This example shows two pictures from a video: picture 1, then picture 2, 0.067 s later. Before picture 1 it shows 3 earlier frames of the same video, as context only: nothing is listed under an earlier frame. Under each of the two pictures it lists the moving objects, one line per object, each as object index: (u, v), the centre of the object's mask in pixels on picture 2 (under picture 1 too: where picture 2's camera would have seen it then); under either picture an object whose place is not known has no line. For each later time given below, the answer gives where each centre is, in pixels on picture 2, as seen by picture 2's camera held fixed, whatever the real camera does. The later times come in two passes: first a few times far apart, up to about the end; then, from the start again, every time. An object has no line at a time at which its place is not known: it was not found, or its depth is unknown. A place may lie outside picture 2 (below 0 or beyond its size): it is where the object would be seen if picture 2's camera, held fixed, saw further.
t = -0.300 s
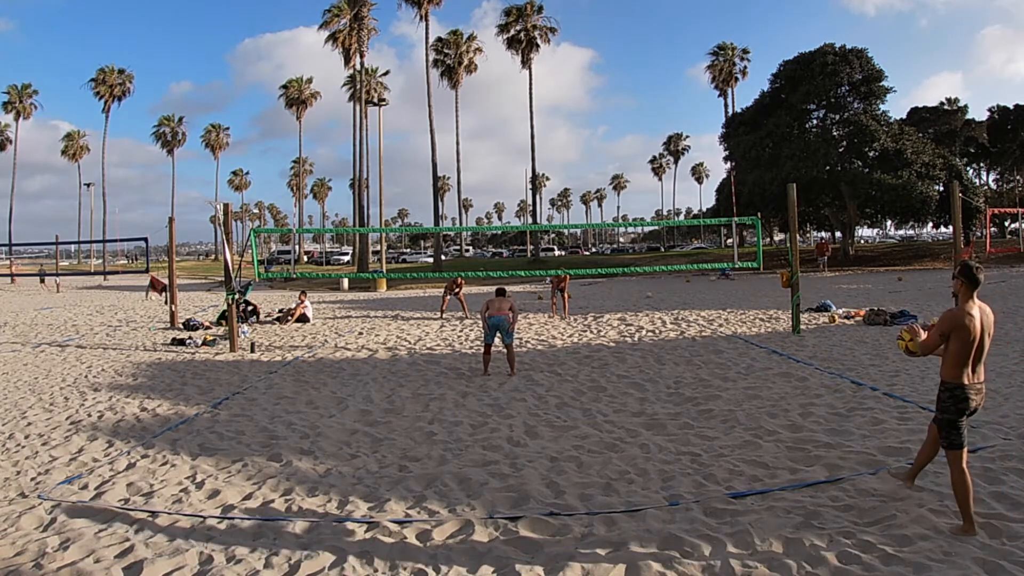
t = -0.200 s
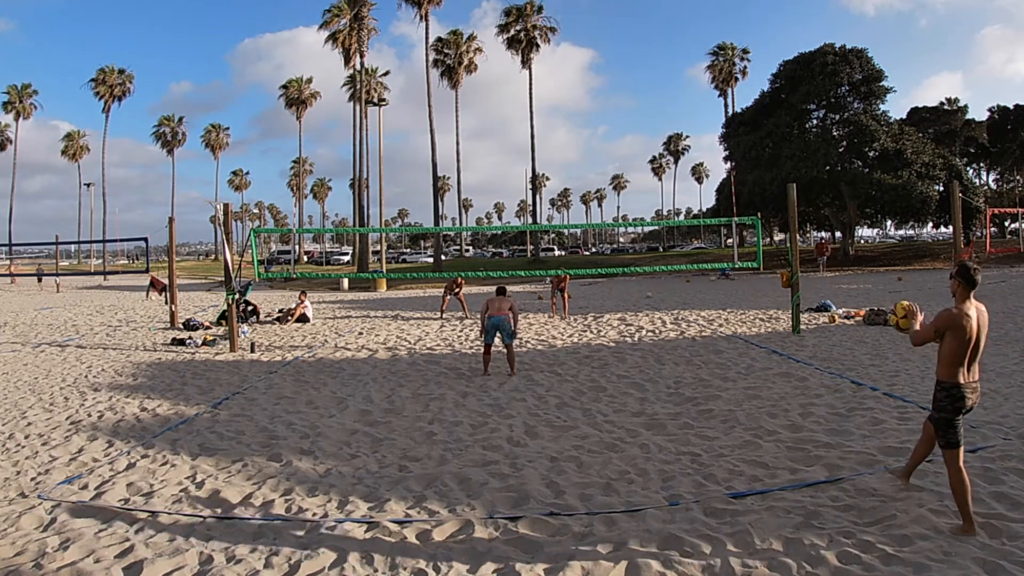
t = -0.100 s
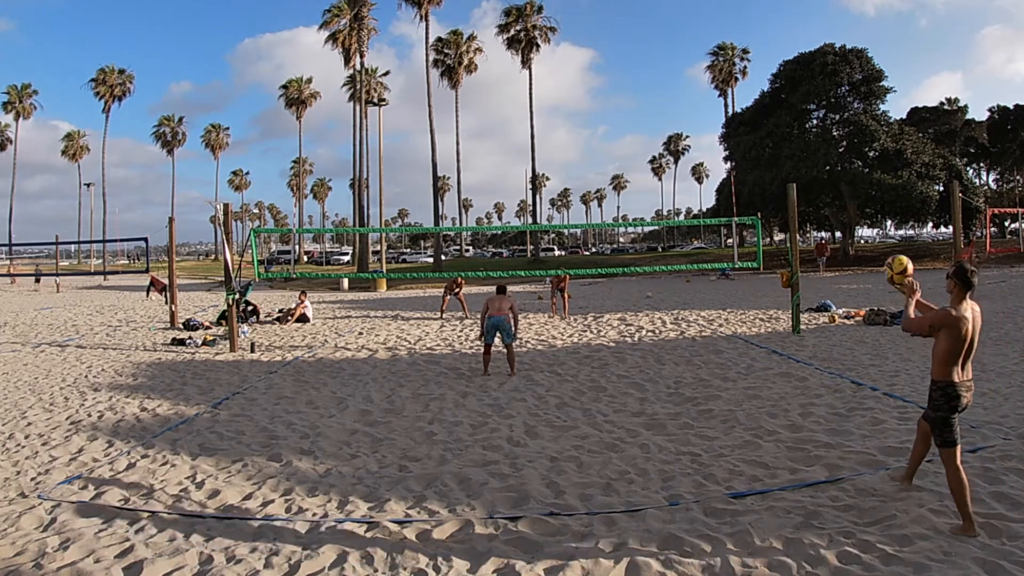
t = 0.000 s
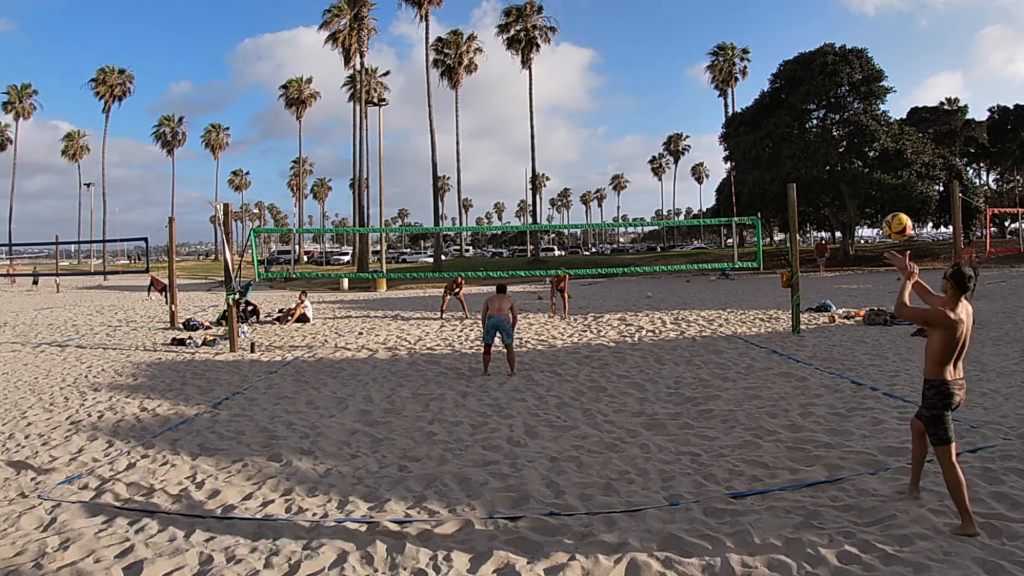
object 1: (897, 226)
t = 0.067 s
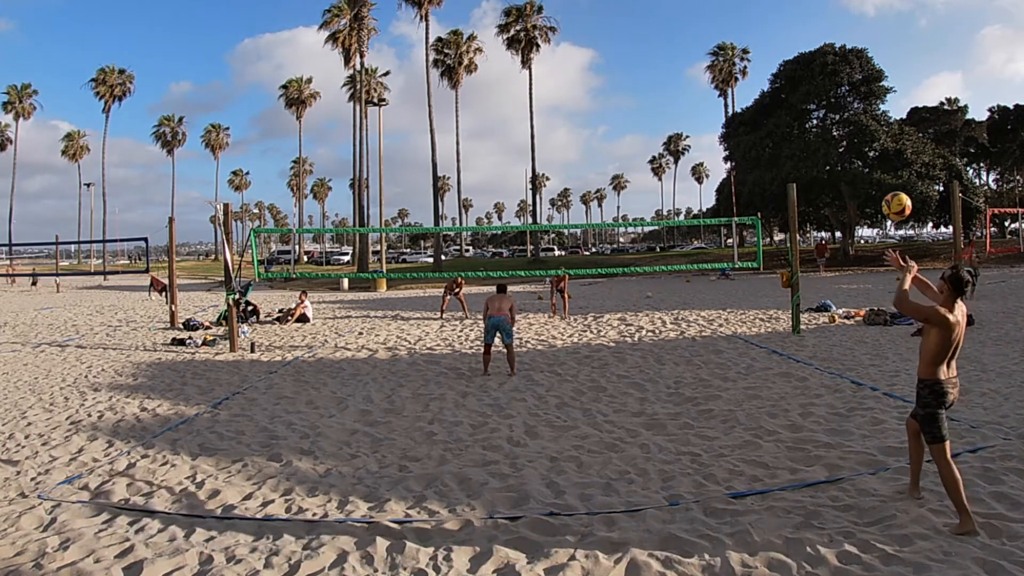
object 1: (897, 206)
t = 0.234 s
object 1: (896, 180)
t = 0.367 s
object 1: (896, 186)
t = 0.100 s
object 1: (896, 198)
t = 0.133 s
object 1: (896, 191)
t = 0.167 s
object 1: (896, 186)
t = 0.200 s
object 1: (896, 182)
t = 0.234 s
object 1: (896, 180)
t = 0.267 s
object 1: (896, 179)
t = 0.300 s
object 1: (896, 180)
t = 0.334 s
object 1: (896, 182)
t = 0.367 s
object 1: (896, 186)
